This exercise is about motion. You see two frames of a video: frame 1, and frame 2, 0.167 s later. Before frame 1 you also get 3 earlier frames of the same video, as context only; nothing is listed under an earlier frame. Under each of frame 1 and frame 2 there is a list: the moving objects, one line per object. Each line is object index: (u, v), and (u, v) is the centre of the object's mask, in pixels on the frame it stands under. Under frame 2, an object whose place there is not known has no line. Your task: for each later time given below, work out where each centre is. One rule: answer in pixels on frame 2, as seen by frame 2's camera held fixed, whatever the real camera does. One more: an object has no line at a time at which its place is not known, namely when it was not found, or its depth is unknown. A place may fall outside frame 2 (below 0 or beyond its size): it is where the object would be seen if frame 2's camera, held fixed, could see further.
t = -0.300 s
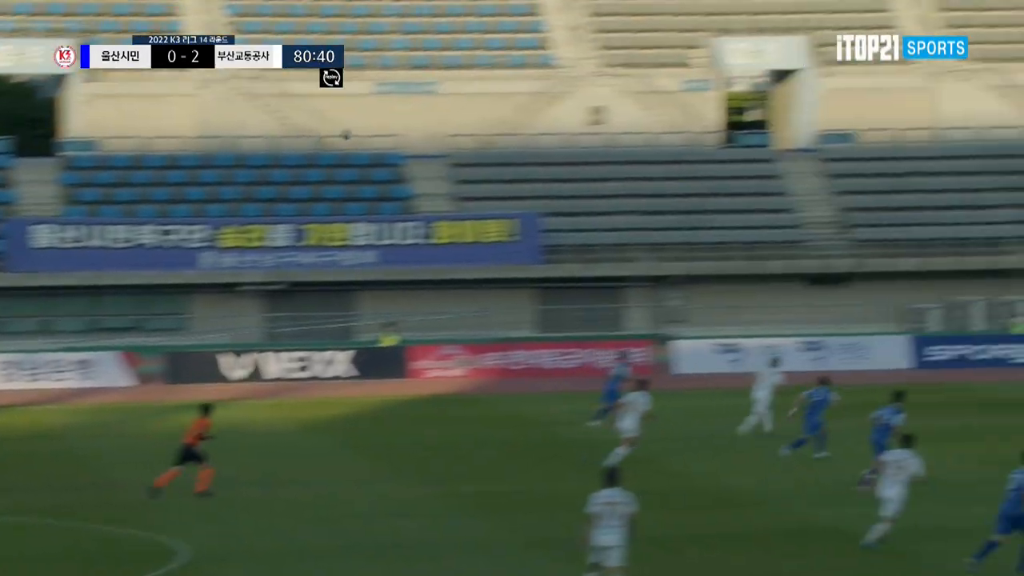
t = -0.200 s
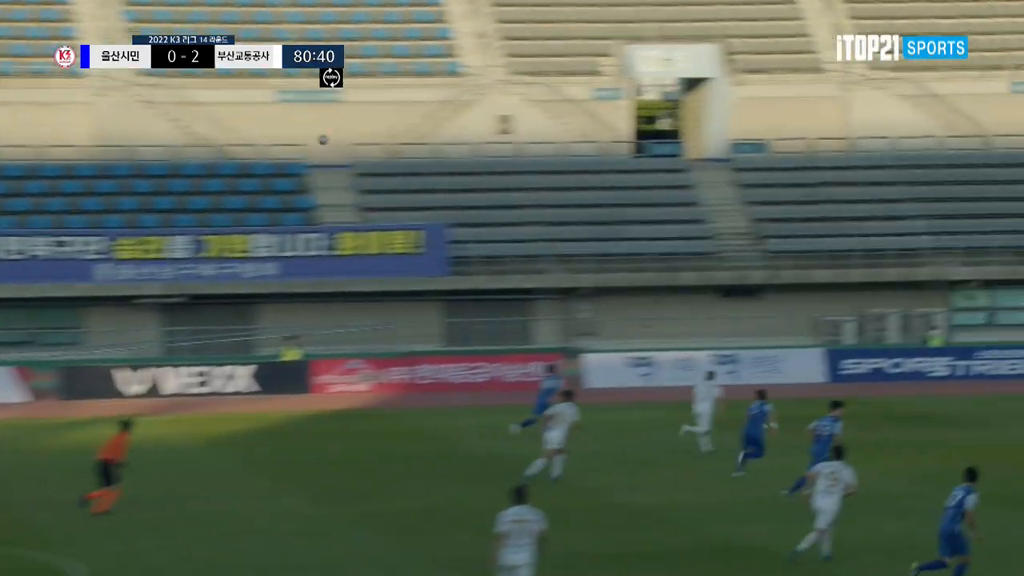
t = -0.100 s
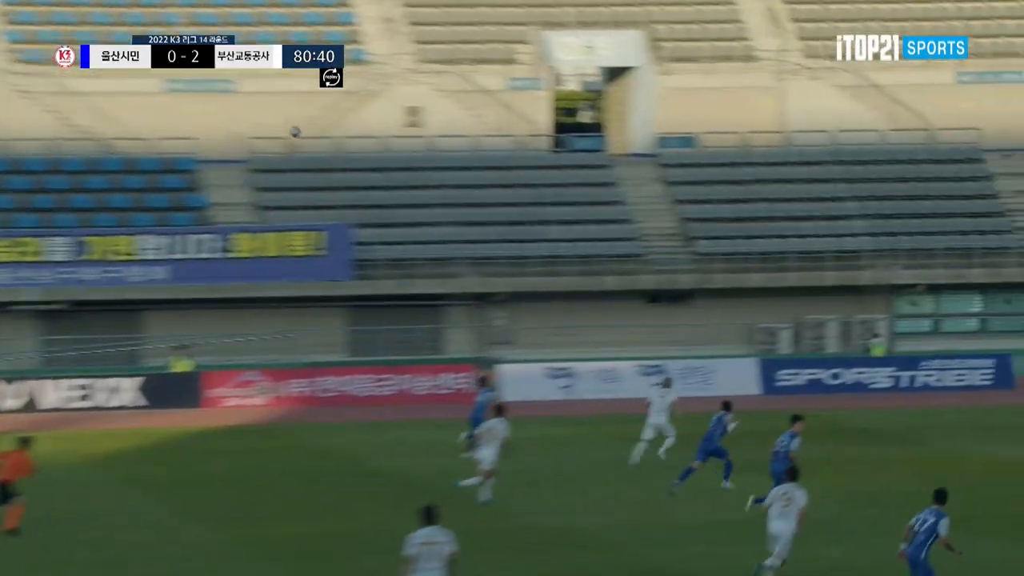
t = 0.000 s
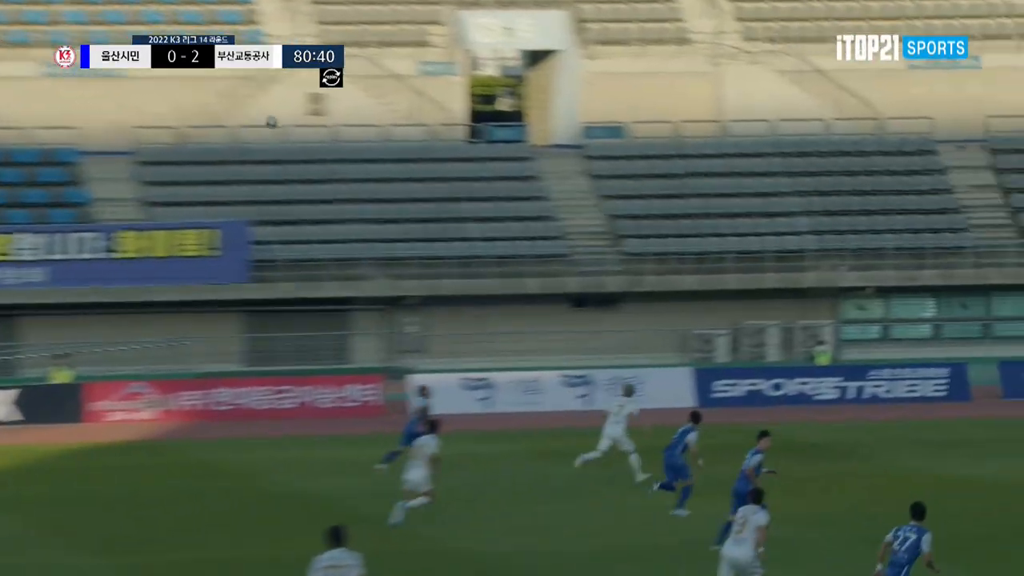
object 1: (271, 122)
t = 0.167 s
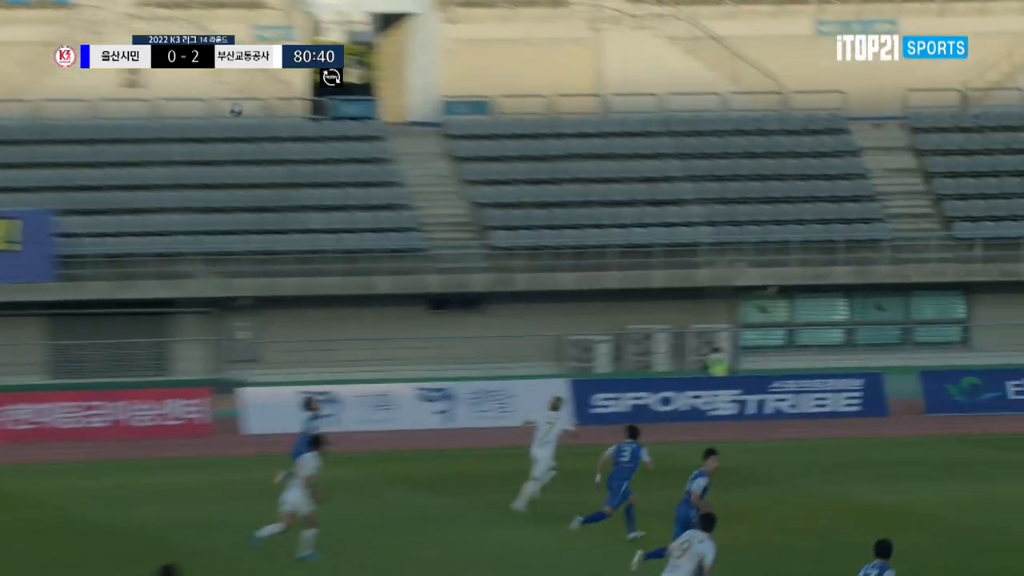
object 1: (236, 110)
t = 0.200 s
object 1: (264, 113)
